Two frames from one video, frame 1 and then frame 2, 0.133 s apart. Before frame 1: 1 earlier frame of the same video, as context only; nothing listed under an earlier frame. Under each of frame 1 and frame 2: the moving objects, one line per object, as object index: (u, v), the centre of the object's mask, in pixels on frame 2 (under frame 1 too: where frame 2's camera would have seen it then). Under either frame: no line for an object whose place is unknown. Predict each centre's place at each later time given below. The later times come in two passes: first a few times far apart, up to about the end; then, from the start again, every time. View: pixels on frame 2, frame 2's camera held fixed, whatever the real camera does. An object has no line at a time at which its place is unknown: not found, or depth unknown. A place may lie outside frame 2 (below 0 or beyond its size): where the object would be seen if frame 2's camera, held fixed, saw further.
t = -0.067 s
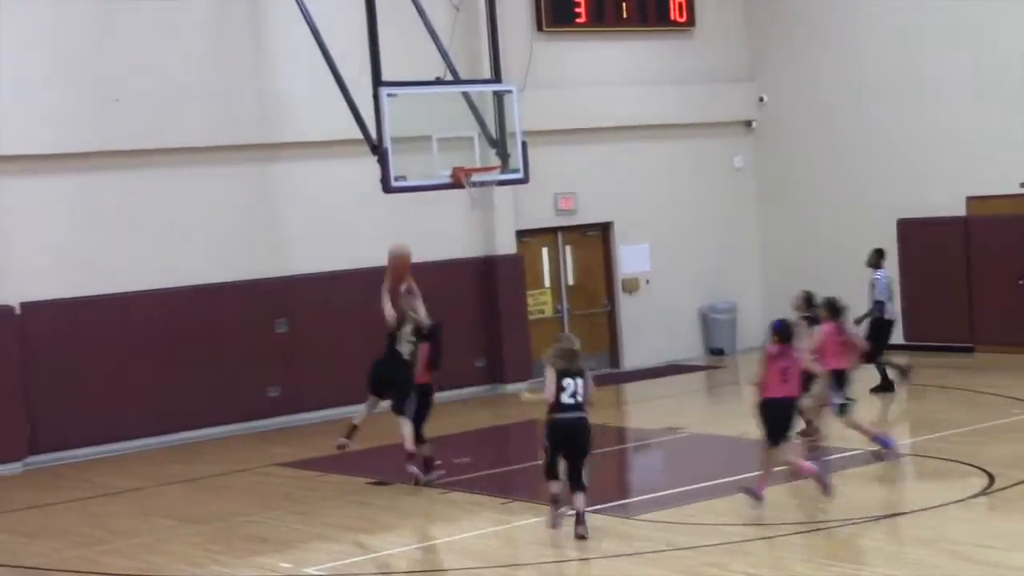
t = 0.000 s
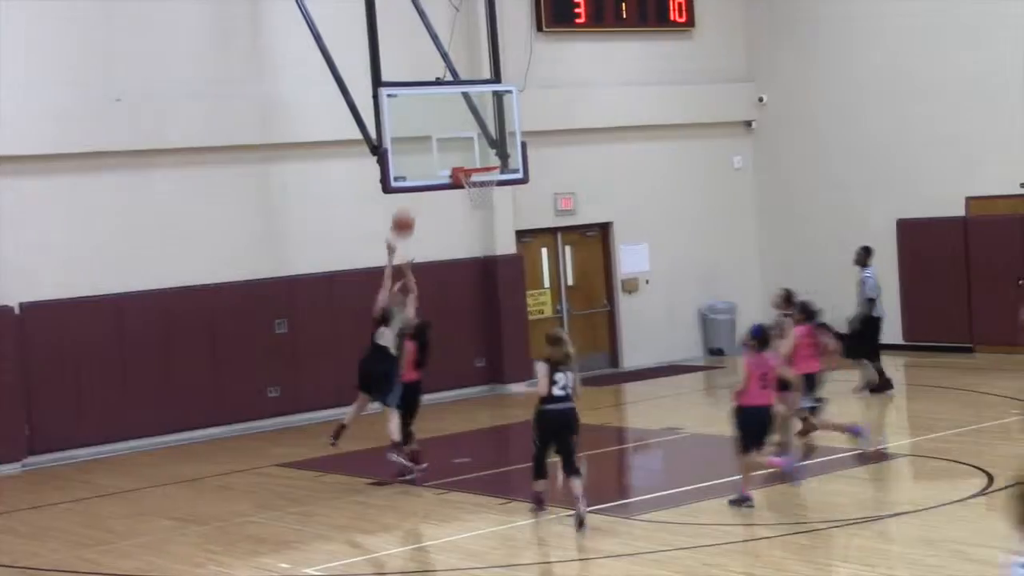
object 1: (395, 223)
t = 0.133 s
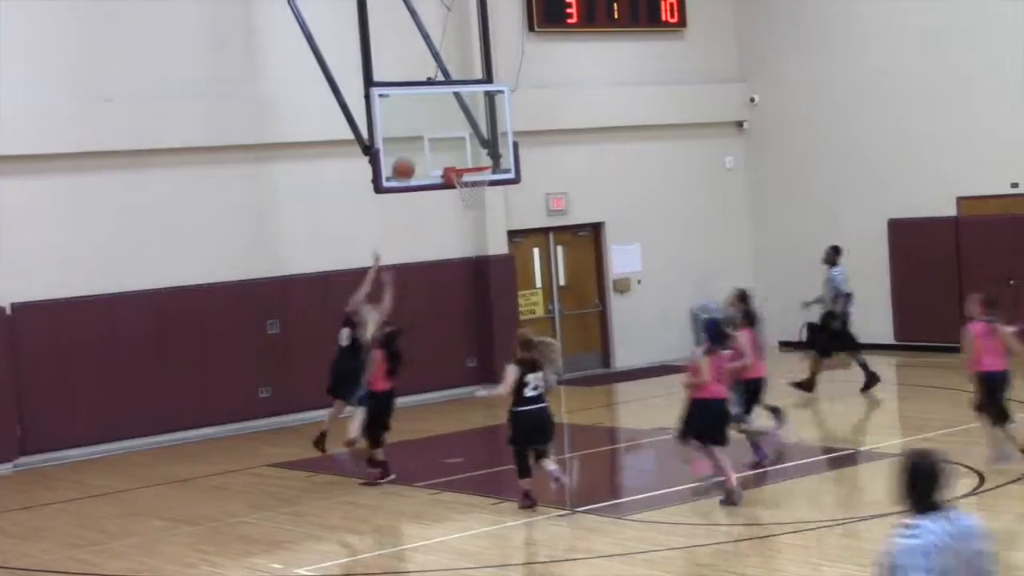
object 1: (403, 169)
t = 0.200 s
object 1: (408, 150)
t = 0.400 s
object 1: (424, 117)
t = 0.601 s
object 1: (441, 123)
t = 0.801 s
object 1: (459, 165)
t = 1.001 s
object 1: (481, 208)
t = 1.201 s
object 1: (503, 262)
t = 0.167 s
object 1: (406, 159)
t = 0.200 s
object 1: (408, 150)
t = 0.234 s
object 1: (411, 141)
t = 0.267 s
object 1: (413, 134)
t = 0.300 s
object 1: (415, 128)
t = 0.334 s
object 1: (418, 123)
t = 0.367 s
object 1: (421, 120)
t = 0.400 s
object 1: (424, 117)
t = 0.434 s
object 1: (427, 115)
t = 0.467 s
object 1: (429, 115)
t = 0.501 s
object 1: (432, 116)
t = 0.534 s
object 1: (435, 117)
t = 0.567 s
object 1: (438, 120)
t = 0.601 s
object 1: (441, 123)
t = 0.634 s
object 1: (444, 128)
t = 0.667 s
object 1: (447, 134)
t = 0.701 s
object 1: (451, 141)
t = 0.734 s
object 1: (453, 149)
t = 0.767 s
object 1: (457, 156)
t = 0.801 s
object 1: (459, 165)
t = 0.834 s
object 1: (467, 176)
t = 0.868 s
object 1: (472, 183)
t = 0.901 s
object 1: (471, 191)
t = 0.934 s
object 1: (474, 194)
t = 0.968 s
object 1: (478, 202)
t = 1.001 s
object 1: (481, 208)
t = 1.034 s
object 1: (484, 214)
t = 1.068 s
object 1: (487, 222)
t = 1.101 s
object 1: (490, 231)
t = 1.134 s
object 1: (493, 241)
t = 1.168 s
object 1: (497, 251)
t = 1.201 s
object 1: (503, 262)
